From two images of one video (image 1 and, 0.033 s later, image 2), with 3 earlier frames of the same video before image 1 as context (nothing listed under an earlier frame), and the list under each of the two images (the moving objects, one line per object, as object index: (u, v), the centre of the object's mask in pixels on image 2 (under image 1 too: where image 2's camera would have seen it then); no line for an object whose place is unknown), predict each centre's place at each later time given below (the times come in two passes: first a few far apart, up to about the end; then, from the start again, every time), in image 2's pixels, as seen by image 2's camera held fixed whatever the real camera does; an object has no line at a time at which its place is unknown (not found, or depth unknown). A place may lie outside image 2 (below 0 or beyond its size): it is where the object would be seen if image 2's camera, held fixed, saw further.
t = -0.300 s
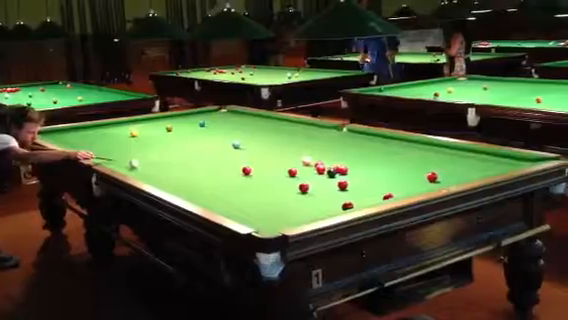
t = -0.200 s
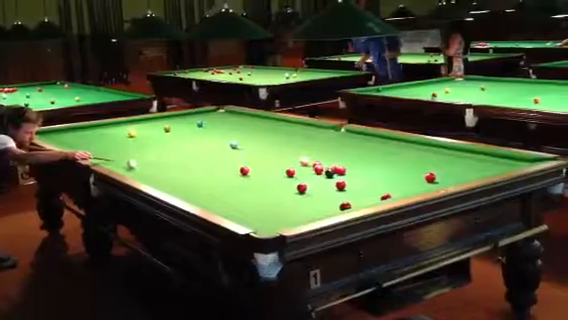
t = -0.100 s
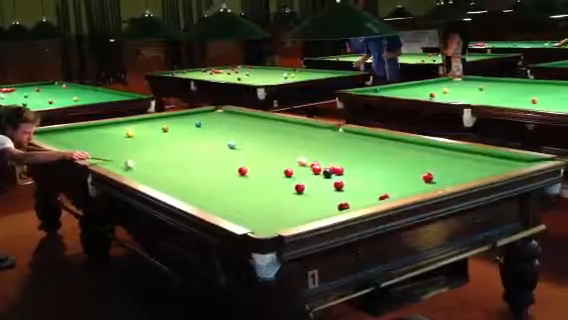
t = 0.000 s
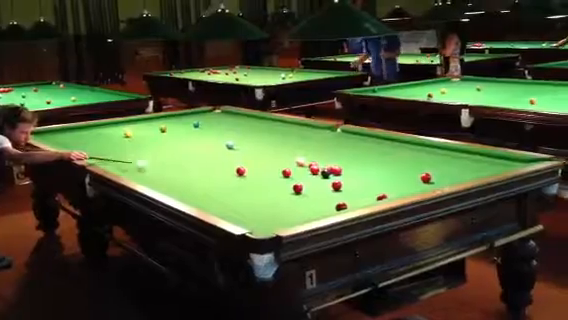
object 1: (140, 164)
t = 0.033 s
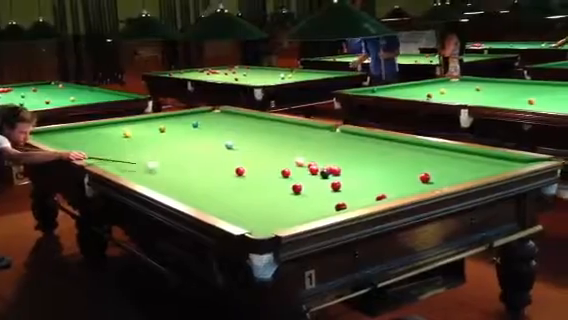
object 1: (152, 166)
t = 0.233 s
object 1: (216, 173)
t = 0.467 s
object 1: (252, 183)
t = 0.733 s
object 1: (294, 199)
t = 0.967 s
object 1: (330, 209)
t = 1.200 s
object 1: (284, 205)
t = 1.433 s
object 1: (248, 197)
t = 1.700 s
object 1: (214, 188)
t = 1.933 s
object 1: (183, 182)
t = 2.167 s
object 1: (158, 176)
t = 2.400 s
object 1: (135, 171)
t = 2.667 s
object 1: (113, 165)
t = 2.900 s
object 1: (101, 162)
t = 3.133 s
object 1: (111, 158)
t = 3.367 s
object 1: (117, 155)
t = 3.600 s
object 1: (126, 151)
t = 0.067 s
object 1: (162, 167)
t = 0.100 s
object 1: (173, 168)
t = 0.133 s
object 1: (183, 169)
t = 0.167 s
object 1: (191, 172)
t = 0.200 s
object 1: (203, 171)
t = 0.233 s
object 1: (216, 173)
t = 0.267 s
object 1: (225, 174)
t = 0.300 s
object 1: (232, 174)
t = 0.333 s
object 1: (235, 175)
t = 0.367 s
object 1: (238, 178)
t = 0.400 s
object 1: (243, 179)
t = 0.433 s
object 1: (247, 181)
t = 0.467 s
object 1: (252, 183)
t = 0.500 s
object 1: (257, 184)
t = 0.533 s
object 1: (262, 186)
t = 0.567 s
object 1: (268, 188)
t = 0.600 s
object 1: (273, 190)
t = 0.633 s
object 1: (278, 191)
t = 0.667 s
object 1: (280, 194)
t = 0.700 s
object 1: (286, 197)
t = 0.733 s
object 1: (294, 199)
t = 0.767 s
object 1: (300, 203)
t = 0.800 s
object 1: (306, 205)
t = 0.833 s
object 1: (312, 206)
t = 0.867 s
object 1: (320, 209)
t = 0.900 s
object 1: (324, 208)
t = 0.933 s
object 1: (330, 209)
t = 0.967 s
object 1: (330, 209)
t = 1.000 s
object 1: (325, 210)
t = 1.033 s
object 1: (314, 211)
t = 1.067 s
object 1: (308, 210)
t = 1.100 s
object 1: (302, 208)
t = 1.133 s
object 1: (297, 206)
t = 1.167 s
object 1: (291, 205)
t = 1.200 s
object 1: (284, 205)
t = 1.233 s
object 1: (280, 202)
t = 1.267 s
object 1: (274, 201)
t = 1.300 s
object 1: (269, 200)
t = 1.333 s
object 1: (262, 199)
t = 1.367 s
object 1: (258, 198)
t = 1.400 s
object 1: (253, 198)
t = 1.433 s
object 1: (248, 197)
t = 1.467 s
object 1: (242, 196)
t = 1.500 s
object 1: (237, 196)
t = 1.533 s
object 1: (233, 196)
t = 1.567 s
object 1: (228, 195)
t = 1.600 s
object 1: (222, 192)
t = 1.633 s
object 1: (220, 190)
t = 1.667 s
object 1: (216, 189)
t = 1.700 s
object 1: (214, 188)
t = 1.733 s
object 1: (207, 187)
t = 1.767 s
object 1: (203, 186)
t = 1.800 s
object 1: (198, 185)
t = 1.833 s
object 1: (195, 184)
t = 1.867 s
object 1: (191, 183)
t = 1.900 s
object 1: (187, 182)
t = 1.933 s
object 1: (183, 182)
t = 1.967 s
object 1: (179, 181)
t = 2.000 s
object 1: (176, 180)
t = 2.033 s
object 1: (173, 180)
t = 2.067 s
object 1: (168, 179)
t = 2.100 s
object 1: (165, 178)
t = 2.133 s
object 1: (161, 177)
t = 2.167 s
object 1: (158, 176)
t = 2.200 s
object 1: (154, 175)
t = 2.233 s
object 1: (151, 174)
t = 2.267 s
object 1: (148, 173)
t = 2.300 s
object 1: (145, 173)
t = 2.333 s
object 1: (141, 172)
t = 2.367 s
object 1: (137, 171)
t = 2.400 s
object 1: (135, 171)
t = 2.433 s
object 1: (133, 171)
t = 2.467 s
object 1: (130, 170)
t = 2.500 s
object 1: (126, 169)
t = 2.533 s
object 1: (123, 168)
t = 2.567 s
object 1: (120, 168)
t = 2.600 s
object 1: (118, 167)
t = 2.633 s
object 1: (115, 166)
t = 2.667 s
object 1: (113, 165)
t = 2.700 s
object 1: (109, 164)
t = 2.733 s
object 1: (107, 163)
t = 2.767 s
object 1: (106, 163)
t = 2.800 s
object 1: (102, 162)
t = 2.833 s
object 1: (102, 162)
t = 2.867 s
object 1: (102, 162)
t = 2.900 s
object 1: (101, 162)
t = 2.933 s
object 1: (104, 161)
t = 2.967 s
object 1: (104, 161)
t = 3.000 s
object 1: (106, 160)
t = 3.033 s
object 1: (108, 159)
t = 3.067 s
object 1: (109, 159)
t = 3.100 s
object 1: (109, 159)
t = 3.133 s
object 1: (111, 158)
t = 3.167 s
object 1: (112, 157)
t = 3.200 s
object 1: (114, 156)
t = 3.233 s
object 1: (114, 156)
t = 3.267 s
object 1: (115, 155)
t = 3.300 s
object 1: (115, 155)
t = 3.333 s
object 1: (117, 155)
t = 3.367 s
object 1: (117, 155)
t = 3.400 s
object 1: (120, 153)
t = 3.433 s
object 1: (120, 153)
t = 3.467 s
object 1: (121, 152)
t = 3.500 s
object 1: (122, 153)
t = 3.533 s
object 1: (123, 152)
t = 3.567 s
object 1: (125, 151)
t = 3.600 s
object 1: (126, 151)
